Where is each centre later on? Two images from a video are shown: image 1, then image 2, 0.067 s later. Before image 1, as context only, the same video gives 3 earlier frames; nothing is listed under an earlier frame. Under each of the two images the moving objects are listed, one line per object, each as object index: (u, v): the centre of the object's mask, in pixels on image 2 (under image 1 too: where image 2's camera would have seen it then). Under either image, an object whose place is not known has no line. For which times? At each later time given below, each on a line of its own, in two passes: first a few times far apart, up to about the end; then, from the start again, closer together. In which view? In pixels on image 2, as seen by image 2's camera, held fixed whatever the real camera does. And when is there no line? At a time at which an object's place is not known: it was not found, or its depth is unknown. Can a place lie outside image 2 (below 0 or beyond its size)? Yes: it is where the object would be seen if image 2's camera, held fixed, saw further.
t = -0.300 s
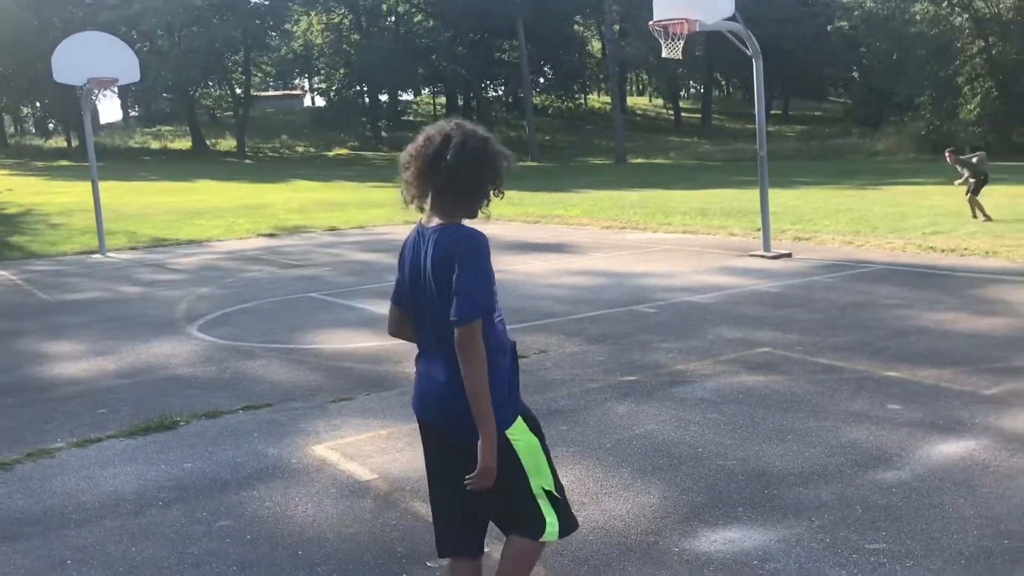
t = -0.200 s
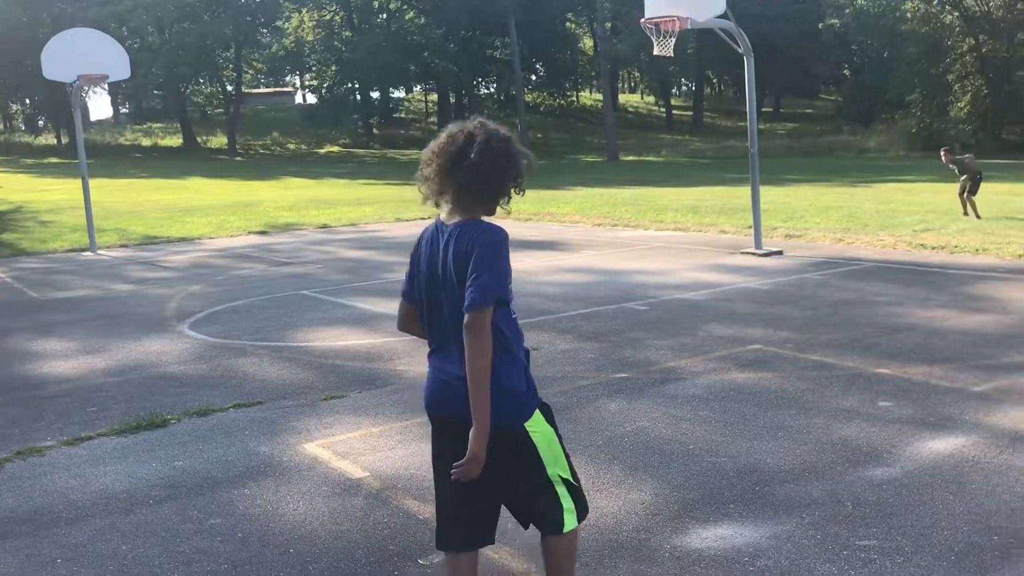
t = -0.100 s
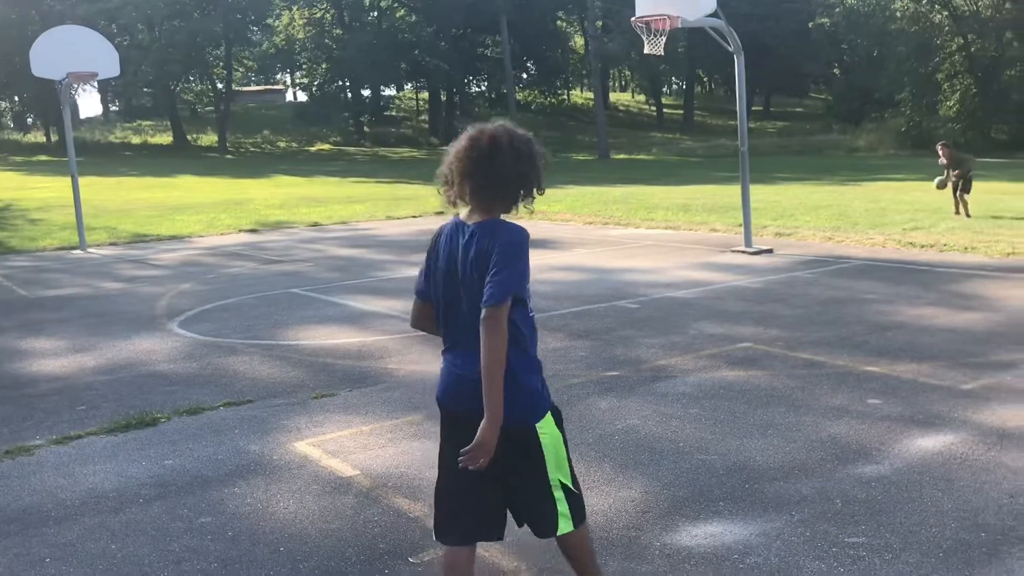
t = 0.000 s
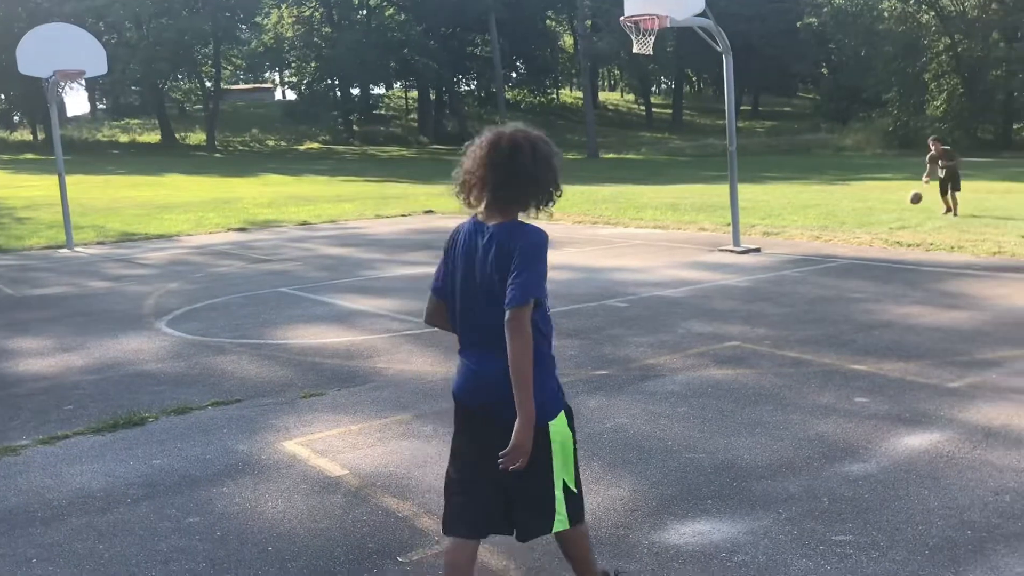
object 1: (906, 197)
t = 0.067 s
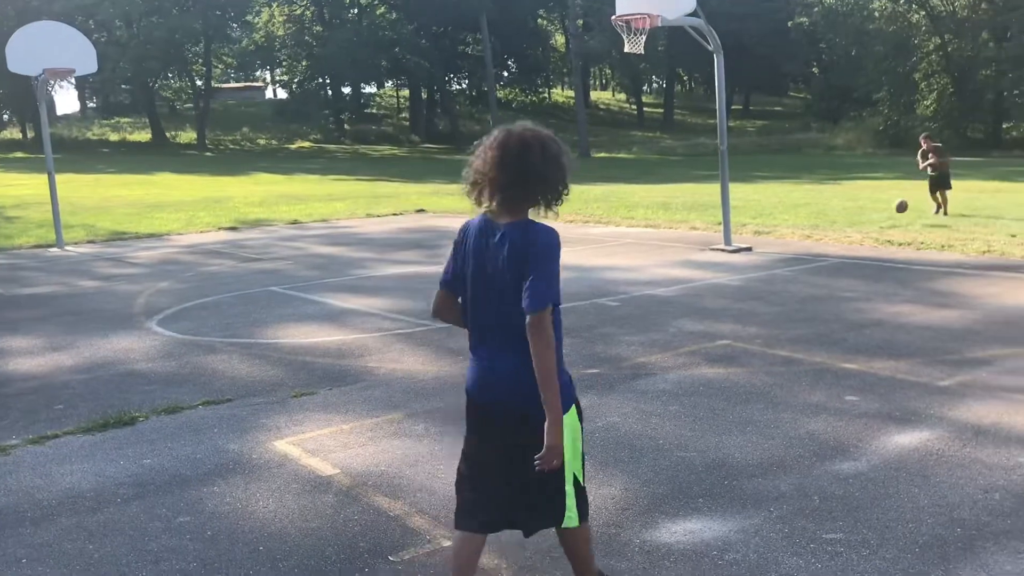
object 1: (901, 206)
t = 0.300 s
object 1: (888, 214)
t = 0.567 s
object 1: (877, 225)
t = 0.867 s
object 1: (862, 235)
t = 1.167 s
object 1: (845, 284)
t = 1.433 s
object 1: (825, 276)
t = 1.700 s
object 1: (799, 340)
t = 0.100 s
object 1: (899, 213)
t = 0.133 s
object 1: (896, 220)
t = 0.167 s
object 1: (894, 226)
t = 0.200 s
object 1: (892, 223)
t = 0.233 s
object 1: (891, 219)
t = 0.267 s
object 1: (890, 216)
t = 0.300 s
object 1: (888, 214)
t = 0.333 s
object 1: (887, 212)
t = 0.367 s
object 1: (885, 211)
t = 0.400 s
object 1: (884, 211)
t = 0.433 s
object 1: (882, 212)
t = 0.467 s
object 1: (881, 214)
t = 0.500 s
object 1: (880, 217)
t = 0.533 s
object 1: (878, 220)
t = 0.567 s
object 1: (877, 225)
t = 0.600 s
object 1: (875, 230)
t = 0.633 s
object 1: (874, 237)
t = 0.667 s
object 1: (873, 244)
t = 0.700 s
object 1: (871, 247)
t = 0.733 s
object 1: (869, 242)
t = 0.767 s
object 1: (867, 239)
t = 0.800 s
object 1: (865, 237)
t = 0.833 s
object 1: (864, 236)
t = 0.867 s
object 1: (862, 235)
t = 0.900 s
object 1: (861, 236)
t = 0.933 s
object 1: (859, 238)
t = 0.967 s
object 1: (857, 241)
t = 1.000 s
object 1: (855, 245)
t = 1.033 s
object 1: (853, 249)
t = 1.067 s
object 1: (851, 256)
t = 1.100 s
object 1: (849, 264)
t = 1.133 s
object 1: (846, 273)
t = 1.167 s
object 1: (845, 284)
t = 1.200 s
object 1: (842, 281)
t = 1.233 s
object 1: (841, 277)
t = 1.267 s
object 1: (838, 274)
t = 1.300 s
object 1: (835, 272)
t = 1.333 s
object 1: (833, 271)
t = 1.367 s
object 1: (831, 271)
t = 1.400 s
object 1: (828, 273)
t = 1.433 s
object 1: (825, 276)
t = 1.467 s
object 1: (823, 281)
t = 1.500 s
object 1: (820, 287)
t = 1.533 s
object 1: (816, 296)
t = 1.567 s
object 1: (813, 305)
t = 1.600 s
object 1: (810, 317)
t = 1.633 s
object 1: (806, 331)
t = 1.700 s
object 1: (799, 340)
